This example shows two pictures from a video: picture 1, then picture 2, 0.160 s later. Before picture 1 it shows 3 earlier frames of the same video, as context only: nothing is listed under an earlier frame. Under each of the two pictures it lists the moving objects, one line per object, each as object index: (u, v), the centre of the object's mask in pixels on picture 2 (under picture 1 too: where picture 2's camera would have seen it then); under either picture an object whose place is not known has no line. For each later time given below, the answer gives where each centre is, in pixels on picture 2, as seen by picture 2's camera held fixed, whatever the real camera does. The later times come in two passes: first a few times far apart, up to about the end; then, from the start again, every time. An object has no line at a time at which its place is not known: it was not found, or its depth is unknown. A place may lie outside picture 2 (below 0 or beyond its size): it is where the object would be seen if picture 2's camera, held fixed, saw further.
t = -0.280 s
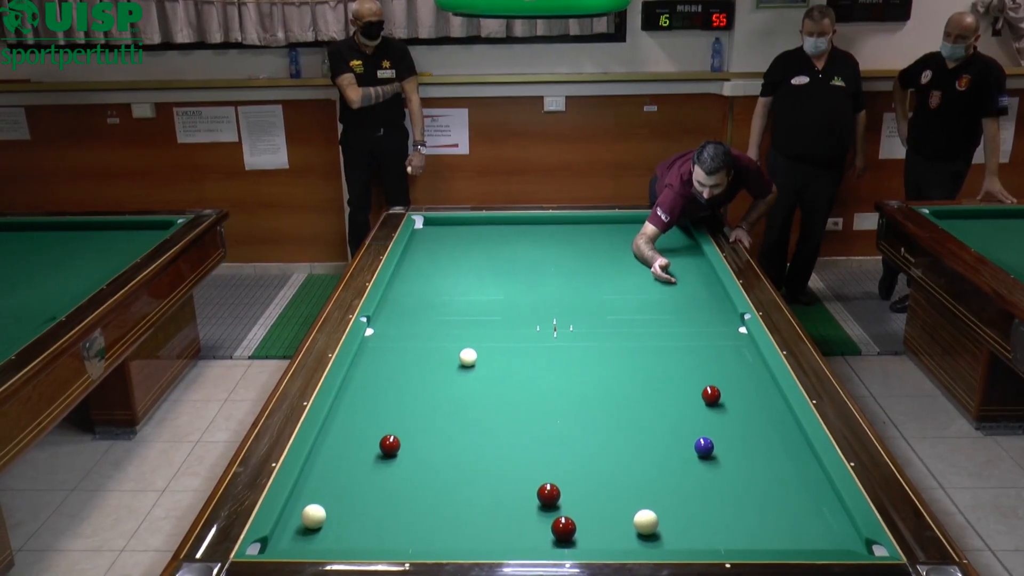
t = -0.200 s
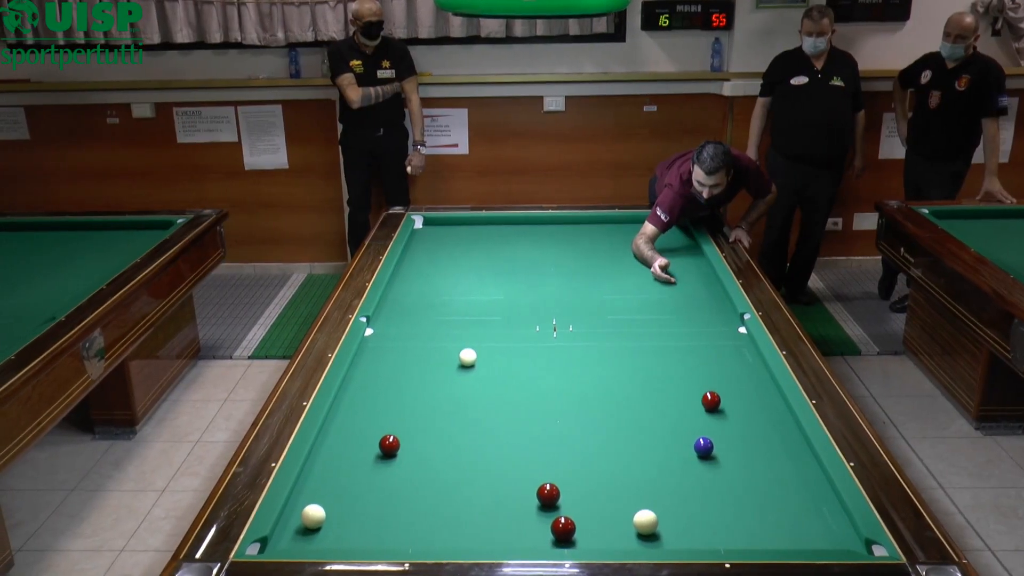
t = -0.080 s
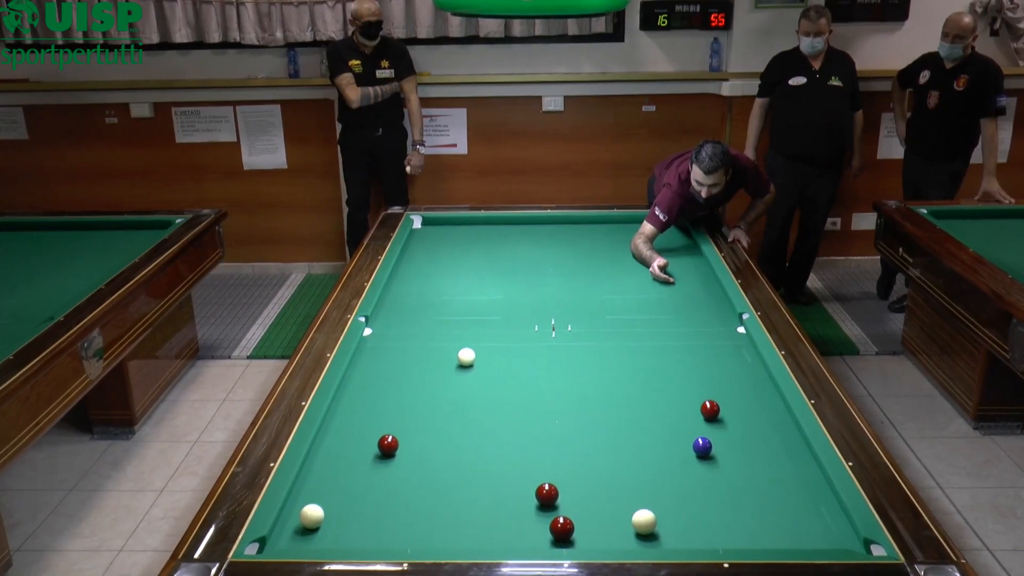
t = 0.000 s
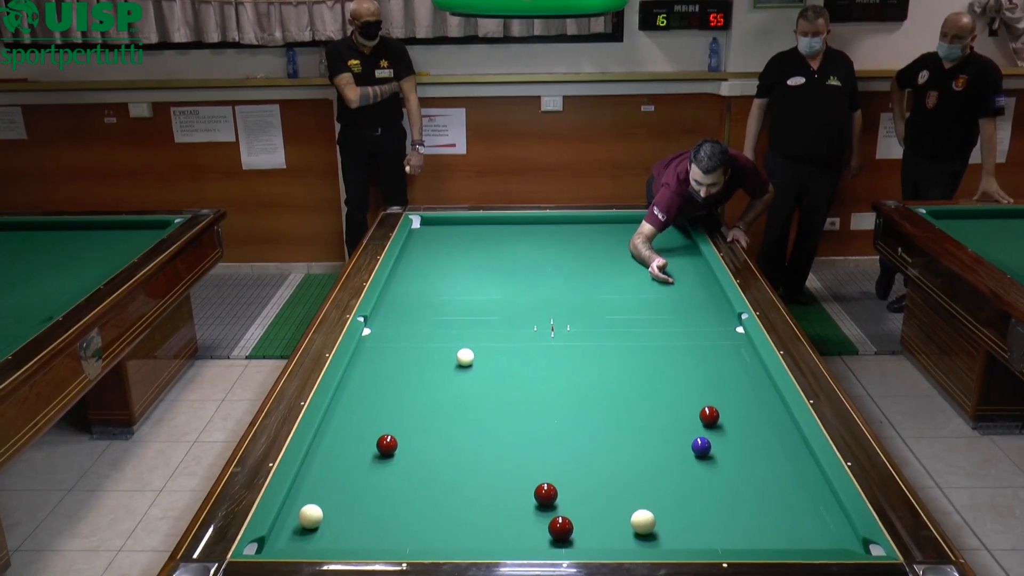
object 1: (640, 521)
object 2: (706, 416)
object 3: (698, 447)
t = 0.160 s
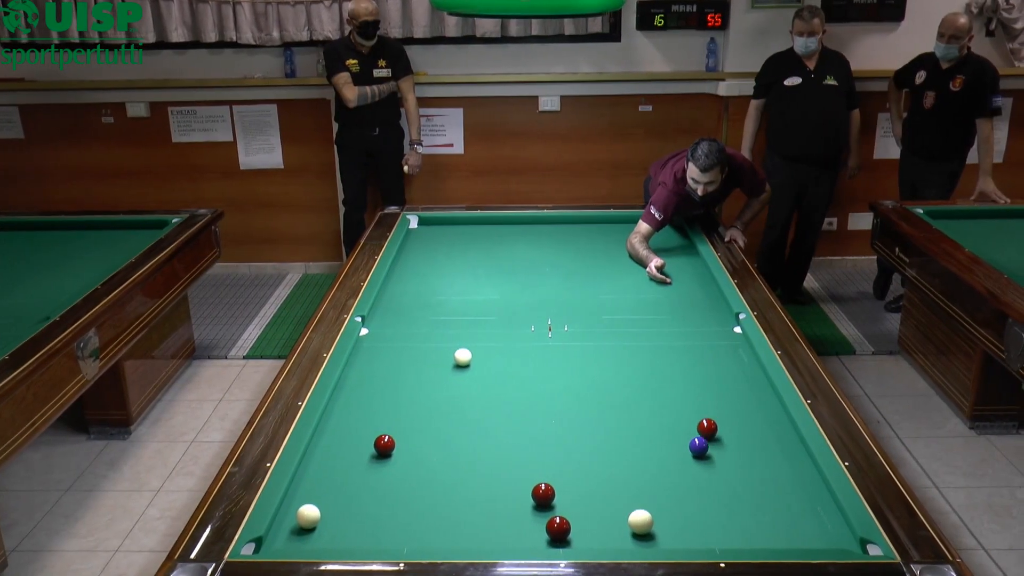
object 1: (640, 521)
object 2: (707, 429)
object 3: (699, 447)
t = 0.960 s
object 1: (641, 522)
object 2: (736, 466)
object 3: (666, 483)
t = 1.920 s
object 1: (641, 535)
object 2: (771, 502)
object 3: (621, 512)
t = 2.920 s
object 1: (641, 542)
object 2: (803, 534)
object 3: (590, 517)
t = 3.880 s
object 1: (642, 539)
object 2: (819, 542)
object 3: (577, 517)
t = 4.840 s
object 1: (642, 539)
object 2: (819, 539)
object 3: (578, 517)
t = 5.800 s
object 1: (642, 539)
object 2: (819, 539)
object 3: (578, 517)
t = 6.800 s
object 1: (642, 539)
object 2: (819, 539)
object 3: (578, 517)
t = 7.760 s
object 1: (642, 539)
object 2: (819, 539)
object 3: (578, 517)
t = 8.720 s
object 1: (642, 539)
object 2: (819, 539)
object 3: (578, 517)
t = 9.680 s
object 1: (642, 539)
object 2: (819, 539)
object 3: (578, 517)
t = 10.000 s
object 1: (642, 539)
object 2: (819, 539)
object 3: (578, 517)
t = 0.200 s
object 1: (640, 521)
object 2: (708, 431)
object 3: (699, 447)
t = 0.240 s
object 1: (641, 521)
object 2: (709, 434)
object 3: (699, 447)
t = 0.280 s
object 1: (641, 521)
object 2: (710, 437)
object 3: (698, 448)
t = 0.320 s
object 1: (641, 521)
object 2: (710, 439)
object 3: (696, 450)
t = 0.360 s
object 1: (641, 522)
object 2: (712, 441)
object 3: (693, 453)
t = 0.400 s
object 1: (641, 522)
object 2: (713, 443)
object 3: (692, 455)
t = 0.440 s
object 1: (641, 522)
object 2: (715, 444)
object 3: (690, 457)
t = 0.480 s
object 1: (641, 522)
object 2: (716, 446)
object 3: (688, 459)
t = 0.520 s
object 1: (641, 522)
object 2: (718, 448)
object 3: (686, 461)
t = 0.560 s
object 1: (641, 522)
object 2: (720, 449)
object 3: (684, 463)
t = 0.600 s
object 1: (641, 522)
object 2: (721, 451)
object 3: (682, 465)
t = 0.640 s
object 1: (641, 522)
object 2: (723, 453)
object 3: (681, 467)
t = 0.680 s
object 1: (641, 522)
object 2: (724, 454)
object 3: (679, 469)
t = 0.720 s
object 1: (641, 522)
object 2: (726, 456)
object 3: (677, 472)
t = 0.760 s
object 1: (641, 522)
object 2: (728, 458)
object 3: (675, 473)
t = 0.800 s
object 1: (641, 522)
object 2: (729, 459)
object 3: (673, 475)
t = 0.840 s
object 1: (641, 522)
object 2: (731, 461)
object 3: (671, 477)
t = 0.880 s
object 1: (641, 522)
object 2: (732, 462)
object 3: (670, 479)
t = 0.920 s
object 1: (641, 522)
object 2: (734, 464)
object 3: (668, 481)
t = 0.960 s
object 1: (641, 522)
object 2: (736, 466)
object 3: (666, 483)
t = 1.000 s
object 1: (641, 522)
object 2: (737, 467)
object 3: (664, 485)
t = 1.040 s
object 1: (641, 522)
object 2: (738, 469)
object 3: (662, 488)
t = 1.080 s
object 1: (641, 522)
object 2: (740, 470)
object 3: (660, 489)
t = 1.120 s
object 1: (641, 522)
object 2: (742, 472)
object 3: (658, 491)
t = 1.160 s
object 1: (641, 522)
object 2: (743, 474)
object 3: (656, 493)
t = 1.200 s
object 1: (641, 522)
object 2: (745, 475)
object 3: (654, 495)
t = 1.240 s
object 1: (641, 522)
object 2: (746, 477)
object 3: (652, 497)
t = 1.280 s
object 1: (641, 522)
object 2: (748, 478)
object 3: (650, 499)
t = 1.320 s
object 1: (641, 522)
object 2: (749, 480)
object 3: (649, 501)
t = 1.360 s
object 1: (641, 522)
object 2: (751, 481)
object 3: (647, 502)
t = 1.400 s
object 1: (641, 522)
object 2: (752, 483)
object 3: (645, 503)
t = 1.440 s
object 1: (641, 522)
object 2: (753, 484)
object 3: (643, 504)
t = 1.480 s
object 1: (641, 522)
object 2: (755, 486)
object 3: (640, 505)
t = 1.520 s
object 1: (641, 523)
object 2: (756, 487)
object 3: (638, 506)
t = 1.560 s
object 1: (641, 525)
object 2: (758, 489)
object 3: (636, 507)
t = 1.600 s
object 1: (641, 526)
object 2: (760, 490)
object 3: (634, 507)
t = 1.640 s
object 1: (641, 527)
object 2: (761, 492)
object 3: (632, 508)
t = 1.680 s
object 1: (641, 528)
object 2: (762, 493)
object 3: (631, 509)
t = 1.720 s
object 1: (641, 529)
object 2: (764, 495)
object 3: (629, 510)
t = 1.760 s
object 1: (641, 531)
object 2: (765, 496)
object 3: (628, 510)
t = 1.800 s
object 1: (641, 532)
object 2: (767, 498)
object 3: (626, 511)
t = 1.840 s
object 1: (641, 533)
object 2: (768, 499)
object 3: (625, 511)
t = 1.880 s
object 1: (641, 534)
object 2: (770, 501)
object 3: (623, 511)
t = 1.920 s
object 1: (641, 535)
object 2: (771, 502)
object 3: (621, 512)
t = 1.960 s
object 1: (641, 536)
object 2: (772, 504)
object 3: (620, 512)
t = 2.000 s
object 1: (641, 537)
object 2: (774, 505)
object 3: (618, 512)
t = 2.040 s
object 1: (641, 538)
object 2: (775, 506)
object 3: (617, 513)
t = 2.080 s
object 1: (641, 539)
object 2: (776, 508)
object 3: (615, 513)
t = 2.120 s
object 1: (641, 539)
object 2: (778, 509)
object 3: (614, 513)
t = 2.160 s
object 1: (641, 540)
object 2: (779, 511)
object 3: (613, 513)
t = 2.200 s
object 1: (641, 540)
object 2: (781, 512)
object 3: (611, 513)
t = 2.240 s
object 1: (641, 541)
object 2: (782, 513)
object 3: (610, 514)
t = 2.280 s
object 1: (641, 542)
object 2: (783, 515)
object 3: (608, 514)
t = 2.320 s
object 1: (641, 543)
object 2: (785, 516)
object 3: (607, 514)
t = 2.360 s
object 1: (641, 543)
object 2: (786, 517)
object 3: (606, 514)
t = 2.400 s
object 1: (641, 543)
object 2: (787, 519)
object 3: (605, 515)
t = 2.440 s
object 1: (641, 544)
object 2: (788, 520)
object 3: (603, 515)
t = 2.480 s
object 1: (642, 544)
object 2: (790, 521)
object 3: (602, 515)
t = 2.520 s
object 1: (642, 544)
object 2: (791, 523)
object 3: (601, 515)
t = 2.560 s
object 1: (641, 544)
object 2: (792, 524)
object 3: (600, 515)
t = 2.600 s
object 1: (641, 544)
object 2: (793, 525)
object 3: (599, 515)
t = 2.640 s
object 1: (641, 543)
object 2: (794, 526)
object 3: (597, 516)
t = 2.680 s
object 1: (641, 543)
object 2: (796, 528)
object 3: (596, 516)
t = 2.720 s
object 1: (641, 543)
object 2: (797, 529)
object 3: (595, 516)
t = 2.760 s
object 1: (641, 543)
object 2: (798, 530)
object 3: (594, 516)
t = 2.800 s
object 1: (641, 543)
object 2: (799, 531)
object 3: (593, 516)
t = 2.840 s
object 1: (641, 542)
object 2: (801, 532)
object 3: (592, 516)
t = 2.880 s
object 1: (641, 542)
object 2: (802, 534)
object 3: (591, 517)
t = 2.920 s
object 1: (641, 542)
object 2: (803, 534)
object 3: (590, 517)
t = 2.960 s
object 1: (641, 542)
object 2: (804, 535)
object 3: (590, 517)
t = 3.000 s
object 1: (641, 542)
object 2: (805, 536)
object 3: (589, 517)
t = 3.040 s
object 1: (641, 541)
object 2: (806, 536)
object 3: (588, 517)
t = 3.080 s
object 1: (641, 541)
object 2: (807, 537)
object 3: (587, 517)
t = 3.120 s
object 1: (641, 541)
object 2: (808, 538)
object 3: (586, 517)
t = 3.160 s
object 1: (641, 541)
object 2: (809, 538)
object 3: (586, 517)
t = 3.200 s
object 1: (641, 541)
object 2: (810, 539)
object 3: (585, 517)
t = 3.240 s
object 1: (641, 540)
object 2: (811, 540)
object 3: (584, 517)
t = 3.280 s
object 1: (642, 540)
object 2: (812, 540)
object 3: (583, 517)
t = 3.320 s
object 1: (642, 540)
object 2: (813, 541)
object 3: (583, 517)
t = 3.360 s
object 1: (642, 540)
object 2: (814, 541)
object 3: (582, 518)
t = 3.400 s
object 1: (642, 540)
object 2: (815, 542)
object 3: (582, 517)
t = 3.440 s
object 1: (642, 540)
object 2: (816, 542)
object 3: (581, 517)
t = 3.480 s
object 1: (642, 540)
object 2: (817, 543)
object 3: (581, 518)
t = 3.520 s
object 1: (642, 540)
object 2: (818, 543)
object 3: (580, 517)
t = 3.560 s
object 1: (642, 540)
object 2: (818, 543)
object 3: (580, 517)
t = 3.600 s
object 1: (642, 539)
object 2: (818, 543)
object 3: (579, 517)
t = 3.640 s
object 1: (642, 539)
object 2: (818, 543)
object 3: (579, 517)
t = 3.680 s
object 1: (642, 539)
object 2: (818, 543)
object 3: (578, 517)
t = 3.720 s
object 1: (642, 539)
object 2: (818, 542)
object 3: (578, 517)
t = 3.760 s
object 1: (642, 539)
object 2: (818, 542)
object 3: (578, 517)
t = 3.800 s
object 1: (642, 539)
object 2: (819, 542)
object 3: (578, 517)
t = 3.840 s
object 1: (642, 539)
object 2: (819, 542)
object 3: (577, 517)
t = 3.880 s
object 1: (642, 539)
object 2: (819, 542)
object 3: (577, 517)
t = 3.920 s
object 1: (642, 539)
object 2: (819, 541)
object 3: (577, 517)
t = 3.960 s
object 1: (642, 539)
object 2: (819, 541)
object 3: (577, 517)
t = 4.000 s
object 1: (642, 539)
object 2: (819, 541)
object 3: (577, 517)
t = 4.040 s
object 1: (642, 539)
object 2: (819, 541)
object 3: (577, 517)
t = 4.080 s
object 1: (642, 539)
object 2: (819, 541)
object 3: (577, 517)
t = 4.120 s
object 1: (642, 539)
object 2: (819, 541)
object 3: (577, 517)
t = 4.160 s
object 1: (642, 539)
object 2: (819, 541)
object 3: (577, 517)
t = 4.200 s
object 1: (642, 539)
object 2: (819, 540)
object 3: (578, 517)
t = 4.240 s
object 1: (642, 539)
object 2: (819, 540)
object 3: (578, 517)
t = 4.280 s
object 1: (642, 539)
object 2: (819, 540)
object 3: (578, 517)
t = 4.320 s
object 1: (642, 539)
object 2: (819, 540)
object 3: (578, 517)
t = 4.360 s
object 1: (642, 539)
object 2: (819, 540)
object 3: (578, 517)
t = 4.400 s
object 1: (642, 539)
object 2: (819, 540)
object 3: (578, 517)
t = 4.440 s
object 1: (642, 539)
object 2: (819, 540)
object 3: (578, 517)
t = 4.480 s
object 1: (642, 539)
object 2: (819, 539)
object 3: (578, 517)
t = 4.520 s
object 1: (642, 539)
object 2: (819, 539)
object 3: (578, 517)
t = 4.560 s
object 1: (642, 539)
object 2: (819, 539)
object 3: (578, 517)
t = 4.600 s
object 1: (642, 539)
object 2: (819, 539)
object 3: (578, 517)
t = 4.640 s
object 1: (642, 539)
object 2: (819, 539)
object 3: (578, 517)
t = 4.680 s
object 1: (642, 539)
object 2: (819, 539)
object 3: (578, 517)
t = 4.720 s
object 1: (642, 539)
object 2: (819, 539)
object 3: (578, 517)
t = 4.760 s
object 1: (642, 539)
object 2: (819, 539)
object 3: (578, 517)
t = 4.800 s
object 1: (642, 539)
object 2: (819, 539)
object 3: (578, 517)
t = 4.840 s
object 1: (642, 539)
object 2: (819, 539)
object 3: (578, 517)
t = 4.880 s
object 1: (642, 539)
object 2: (819, 539)
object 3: (578, 517)
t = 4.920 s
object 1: (642, 539)
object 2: (819, 539)
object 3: (578, 517)
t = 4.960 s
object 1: (642, 539)
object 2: (819, 539)
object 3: (578, 517)
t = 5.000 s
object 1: (642, 539)
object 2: (819, 539)
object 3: (578, 517)
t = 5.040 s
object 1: (642, 539)
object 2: (819, 539)
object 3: (578, 517)
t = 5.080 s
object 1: (642, 539)
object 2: (819, 539)
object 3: (578, 517)
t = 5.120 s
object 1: (642, 539)
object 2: (819, 539)
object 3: (578, 517)
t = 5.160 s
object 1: (642, 539)
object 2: (819, 539)
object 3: (578, 517)
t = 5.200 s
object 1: (642, 539)
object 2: (819, 539)
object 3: (578, 517)
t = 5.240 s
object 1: (642, 539)
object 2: (819, 539)
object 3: (578, 517)
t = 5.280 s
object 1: (642, 539)
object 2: (819, 539)
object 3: (578, 517)
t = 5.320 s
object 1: (642, 539)
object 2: (819, 539)
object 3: (578, 517)
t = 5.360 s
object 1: (642, 539)
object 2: (819, 539)
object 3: (578, 517)
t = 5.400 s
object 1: (642, 539)
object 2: (819, 539)
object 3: (578, 517)
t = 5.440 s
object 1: (642, 539)
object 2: (819, 539)
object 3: (578, 517)
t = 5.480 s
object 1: (642, 539)
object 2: (819, 539)
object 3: (578, 517)
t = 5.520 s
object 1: (642, 539)
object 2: (819, 539)
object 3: (578, 517)
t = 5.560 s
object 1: (642, 539)
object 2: (819, 539)
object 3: (578, 517)
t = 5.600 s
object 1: (642, 539)
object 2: (819, 539)
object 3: (578, 517)
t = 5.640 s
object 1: (642, 539)
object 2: (819, 539)
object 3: (578, 517)
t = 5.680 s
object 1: (642, 539)
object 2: (819, 539)
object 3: (578, 517)
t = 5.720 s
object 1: (642, 539)
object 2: (819, 539)
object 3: (578, 517)
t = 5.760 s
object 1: (642, 539)
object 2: (819, 539)
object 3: (578, 517)
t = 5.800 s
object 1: (642, 539)
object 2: (819, 539)
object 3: (578, 517)
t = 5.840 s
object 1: (642, 539)
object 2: (819, 539)
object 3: (578, 517)
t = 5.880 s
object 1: (642, 539)
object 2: (819, 539)
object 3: (578, 517)
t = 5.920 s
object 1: (642, 539)
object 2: (819, 539)
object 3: (578, 517)
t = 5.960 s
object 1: (642, 539)
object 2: (819, 539)
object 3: (578, 517)
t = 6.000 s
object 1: (642, 539)
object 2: (819, 539)
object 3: (578, 517)
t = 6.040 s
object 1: (642, 539)
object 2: (819, 539)
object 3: (578, 517)
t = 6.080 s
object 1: (642, 539)
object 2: (819, 539)
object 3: (578, 517)
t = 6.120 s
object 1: (642, 539)
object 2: (819, 539)
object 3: (578, 517)
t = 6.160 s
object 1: (642, 539)
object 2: (819, 539)
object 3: (578, 517)
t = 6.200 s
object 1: (642, 539)
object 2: (819, 539)
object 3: (578, 517)
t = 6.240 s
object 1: (642, 539)
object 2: (819, 539)
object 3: (578, 517)
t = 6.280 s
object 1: (642, 539)
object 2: (819, 539)
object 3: (578, 517)
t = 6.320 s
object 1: (642, 539)
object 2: (819, 539)
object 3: (578, 517)
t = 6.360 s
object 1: (642, 539)
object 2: (819, 539)
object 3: (578, 517)
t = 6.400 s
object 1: (642, 539)
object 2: (819, 539)
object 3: (578, 517)
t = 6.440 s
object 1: (642, 539)
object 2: (819, 539)
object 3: (578, 517)
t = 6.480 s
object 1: (642, 539)
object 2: (819, 539)
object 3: (578, 517)
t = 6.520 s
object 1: (642, 539)
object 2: (819, 539)
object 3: (578, 517)
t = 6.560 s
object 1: (642, 539)
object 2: (819, 539)
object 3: (578, 517)
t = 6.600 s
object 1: (642, 539)
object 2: (819, 539)
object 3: (578, 517)
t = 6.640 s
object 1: (642, 539)
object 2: (819, 539)
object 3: (578, 517)
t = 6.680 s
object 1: (642, 539)
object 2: (819, 539)
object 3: (578, 517)
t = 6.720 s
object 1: (642, 539)
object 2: (819, 539)
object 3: (578, 517)
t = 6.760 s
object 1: (642, 539)
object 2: (819, 539)
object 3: (578, 517)
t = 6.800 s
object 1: (642, 539)
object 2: (819, 539)
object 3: (578, 517)
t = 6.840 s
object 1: (642, 539)
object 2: (819, 539)
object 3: (578, 517)
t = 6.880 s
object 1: (642, 539)
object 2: (819, 539)
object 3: (578, 517)
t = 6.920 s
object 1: (642, 539)
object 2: (819, 539)
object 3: (578, 517)
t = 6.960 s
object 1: (642, 539)
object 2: (819, 539)
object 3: (578, 517)
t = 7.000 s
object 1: (642, 539)
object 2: (819, 539)
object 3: (578, 517)
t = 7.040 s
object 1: (642, 539)
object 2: (819, 539)
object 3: (578, 517)
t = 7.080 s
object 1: (642, 539)
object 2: (820, 539)
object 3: (578, 517)
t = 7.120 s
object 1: (642, 539)
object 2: (819, 539)
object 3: (578, 517)
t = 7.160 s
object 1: (642, 539)
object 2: (820, 539)
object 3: (578, 517)
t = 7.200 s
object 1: (642, 539)
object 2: (820, 539)
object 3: (578, 517)
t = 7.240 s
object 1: (642, 539)
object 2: (819, 539)
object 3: (578, 517)
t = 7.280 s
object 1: (642, 539)
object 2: (819, 539)
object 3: (578, 517)
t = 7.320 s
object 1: (642, 539)
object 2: (819, 539)
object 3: (578, 517)
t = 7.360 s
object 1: (642, 539)
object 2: (819, 539)
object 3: (578, 517)
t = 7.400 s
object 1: (642, 539)
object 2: (819, 539)
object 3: (578, 517)
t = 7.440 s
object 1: (642, 539)
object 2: (819, 539)
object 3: (578, 517)
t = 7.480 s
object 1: (642, 539)
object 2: (819, 539)
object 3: (578, 517)
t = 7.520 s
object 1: (642, 539)
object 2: (819, 539)
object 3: (578, 517)
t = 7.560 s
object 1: (642, 539)
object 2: (820, 539)
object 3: (578, 517)
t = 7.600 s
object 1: (642, 539)
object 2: (819, 539)
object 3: (578, 517)
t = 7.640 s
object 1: (642, 539)
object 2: (819, 539)
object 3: (578, 517)
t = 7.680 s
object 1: (642, 539)
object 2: (819, 539)
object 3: (578, 517)
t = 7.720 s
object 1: (642, 539)
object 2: (819, 539)
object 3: (578, 517)
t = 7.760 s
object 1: (642, 539)
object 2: (819, 539)
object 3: (578, 517)
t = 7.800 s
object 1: (642, 539)
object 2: (820, 539)
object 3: (578, 517)
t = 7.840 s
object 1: (642, 539)
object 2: (820, 539)
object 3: (578, 517)
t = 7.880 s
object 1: (642, 539)
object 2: (819, 539)
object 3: (578, 517)
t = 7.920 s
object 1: (642, 539)
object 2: (819, 539)
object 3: (578, 517)
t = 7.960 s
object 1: (642, 539)
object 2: (819, 539)
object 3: (578, 517)
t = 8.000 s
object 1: (642, 539)
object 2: (819, 539)
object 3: (578, 517)
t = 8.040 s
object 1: (642, 539)
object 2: (819, 539)
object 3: (578, 517)
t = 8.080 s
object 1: (642, 539)
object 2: (819, 539)
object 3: (578, 517)
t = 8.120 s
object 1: (642, 539)
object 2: (819, 539)
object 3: (578, 517)
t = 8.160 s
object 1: (642, 539)
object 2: (819, 539)
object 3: (578, 517)
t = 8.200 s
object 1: (642, 539)
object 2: (819, 539)
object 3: (578, 517)
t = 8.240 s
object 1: (642, 539)
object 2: (819, 539)
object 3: (578, 518)
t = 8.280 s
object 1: (642, 539)
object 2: (819, 539)
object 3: (578, 517)
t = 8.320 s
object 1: (642, 539)
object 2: (819, 539)
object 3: (578, 517)
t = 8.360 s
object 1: (642, 539)
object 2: (819, 539)
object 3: (578, 517)
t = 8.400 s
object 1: (642, 539)
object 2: (819, 539)
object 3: (578, 517)
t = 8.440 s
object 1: (642, 539)
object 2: (819, 539)
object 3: (578, 517)
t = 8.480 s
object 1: (642, 539)
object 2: (819, 539)
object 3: (578, 517)
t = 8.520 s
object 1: (642, 539)
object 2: (819, 539)
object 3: (578, 518)
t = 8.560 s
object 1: (642, 539)
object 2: (819, 539)
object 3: (578, 517)
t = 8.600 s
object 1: (642, 539)
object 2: (819, 539)
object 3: (578, 517)
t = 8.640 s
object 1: (642, 539)
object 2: (819, 539)
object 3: (578, 517)
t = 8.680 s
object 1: (642, 539)
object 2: (819, 539)
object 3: (578, 518)
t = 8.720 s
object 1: (642, 539)
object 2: (819, 539)
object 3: (578, 517)
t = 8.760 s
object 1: (642, 539)
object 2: (819, 539)
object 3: (578, 517)
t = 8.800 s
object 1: (642, 539)
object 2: (819, 539)
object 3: (578, 517)
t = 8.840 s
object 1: (642, 539)
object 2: (819, 539)
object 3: (578, 517)
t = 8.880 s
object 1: (642, 539)
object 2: (819, 539)
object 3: (578, 517)
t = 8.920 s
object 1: (642, 539)
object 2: (819, 539)
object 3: (578, 517)
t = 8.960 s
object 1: (642, 539)
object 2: (819, 539)
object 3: (578, 517)
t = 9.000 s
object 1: (642, 539)
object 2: (819, 539)
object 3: (578, 517)
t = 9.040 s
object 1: (642, 539)
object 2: (819, 539)
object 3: (578, 517)
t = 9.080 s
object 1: (642, 539)
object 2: (819, 539)
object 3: (578, 517)
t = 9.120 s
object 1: (642, 539)
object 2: (819, 539)
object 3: (578, 517)
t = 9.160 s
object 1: (642, 539)
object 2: (819, 539)
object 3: (578, 517)
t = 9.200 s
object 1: (642, 539)
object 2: (819, 539)
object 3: (578, 517)
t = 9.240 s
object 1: (642, 539)
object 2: (819, 539)
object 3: (578, 517)
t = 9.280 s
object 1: (642, 539)
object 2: (819, 539)
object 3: (578, 517)
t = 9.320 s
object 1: (642, 539)
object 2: (819, 539)
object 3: (578, 517)
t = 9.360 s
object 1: (642, 539)
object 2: (819, 539)
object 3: (578, 517)
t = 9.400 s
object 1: (642, 539)
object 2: (819, 539)
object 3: (578, 517)
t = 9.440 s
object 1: (642, 539)
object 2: (819, 539)
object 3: (578, 517)
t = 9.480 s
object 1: (642, 539)
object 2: (819, 539)
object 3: (578, 517)
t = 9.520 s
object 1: (642, 539)
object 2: (819, 539)
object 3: (578, 517)
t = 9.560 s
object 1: (642, 539)
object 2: (819, 539)
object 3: (578, 517)
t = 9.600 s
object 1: (642, 539)
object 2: (819, 539)
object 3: (578, 517)
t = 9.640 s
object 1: (642, 539)
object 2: (819, 539)
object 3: (578, 517)
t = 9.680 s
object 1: (642, 539)
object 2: (819, 539)
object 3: (578, 517)
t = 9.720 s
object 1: (642, 539)
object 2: (819, 539)
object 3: (578, 517)
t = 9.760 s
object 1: (642, 539)
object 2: (819, 539)
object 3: (578, 518)
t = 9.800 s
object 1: (642, 539)
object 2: (819, 539)
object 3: (578, 517)
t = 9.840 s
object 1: (642, 539)
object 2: (819, 539)
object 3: (578, 517)
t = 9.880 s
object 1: (642, 539)
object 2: (819, 539)
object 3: (578, 518)
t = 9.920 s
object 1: (642, 539)
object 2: (819, 539)
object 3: (578, 517)
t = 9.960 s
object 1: (642, 539)
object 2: (819, 539)
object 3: (578, 517)
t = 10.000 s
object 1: (642, 539)
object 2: (819, 539)
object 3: (578, 517)
